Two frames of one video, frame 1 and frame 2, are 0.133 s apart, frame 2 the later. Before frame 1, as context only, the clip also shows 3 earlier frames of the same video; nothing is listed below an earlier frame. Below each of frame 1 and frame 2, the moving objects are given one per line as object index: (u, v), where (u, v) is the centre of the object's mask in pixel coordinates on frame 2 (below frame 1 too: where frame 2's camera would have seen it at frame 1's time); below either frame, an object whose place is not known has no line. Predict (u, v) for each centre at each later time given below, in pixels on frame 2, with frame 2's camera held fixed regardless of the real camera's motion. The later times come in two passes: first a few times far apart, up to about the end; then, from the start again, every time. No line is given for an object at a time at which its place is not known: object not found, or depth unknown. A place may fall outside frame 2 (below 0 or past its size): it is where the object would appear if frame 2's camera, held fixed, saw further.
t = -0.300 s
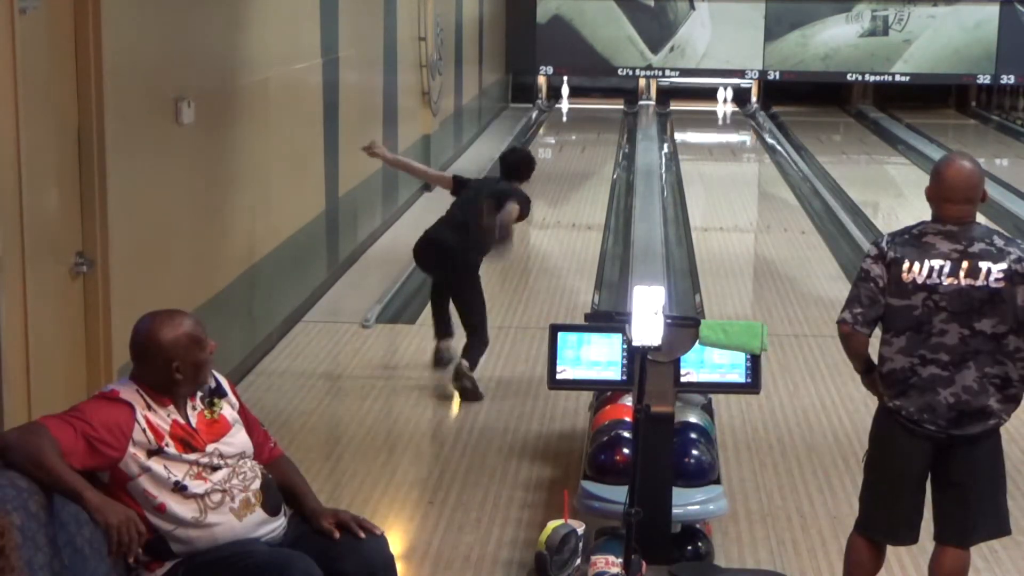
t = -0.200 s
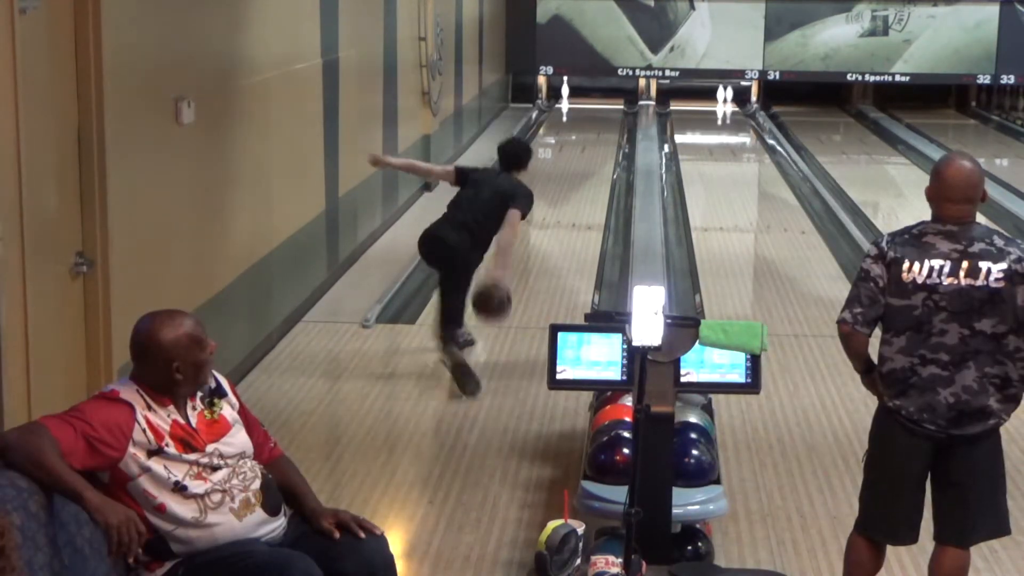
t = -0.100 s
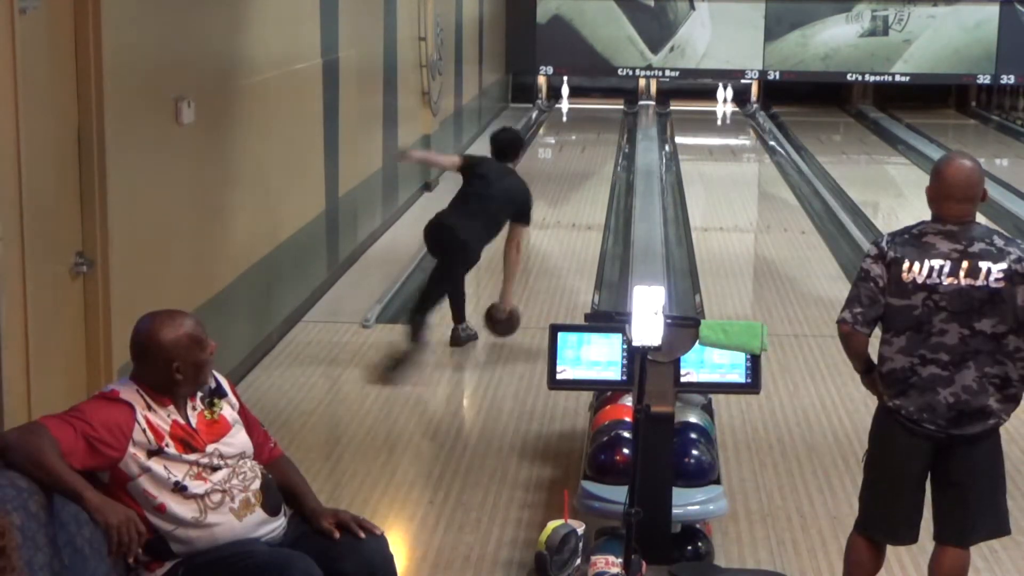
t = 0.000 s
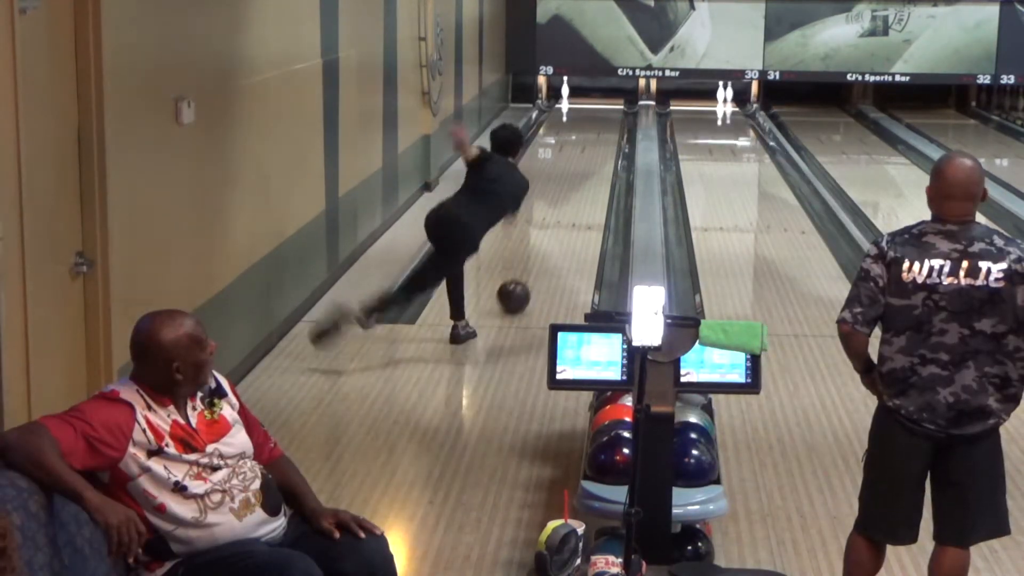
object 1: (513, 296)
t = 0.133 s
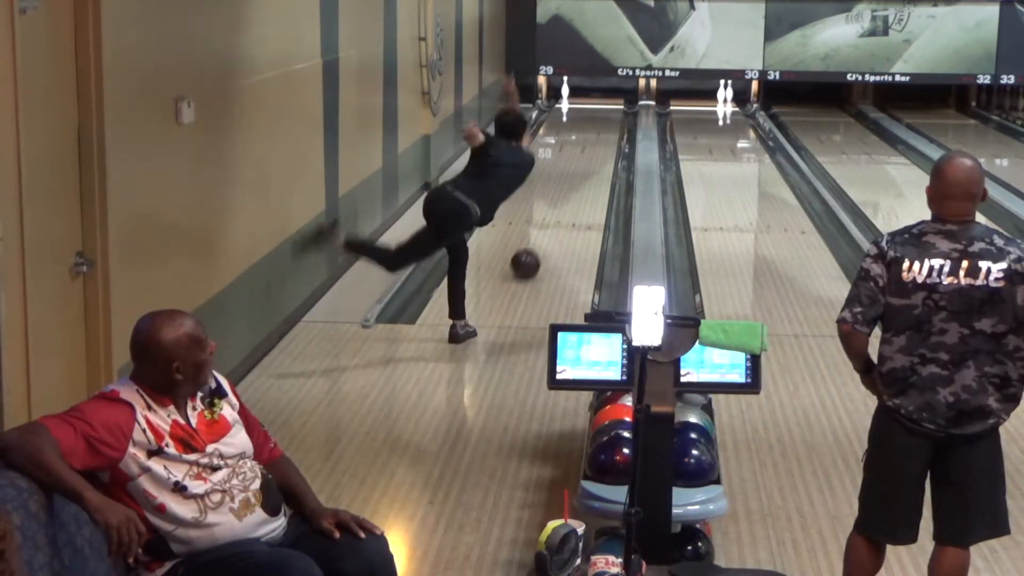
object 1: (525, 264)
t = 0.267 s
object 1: (535, 237)
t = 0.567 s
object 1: (550, 191)
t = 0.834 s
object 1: (559, 161)
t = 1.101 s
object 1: (566, 139)
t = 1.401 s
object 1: (572, 120)
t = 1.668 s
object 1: (575, 106)
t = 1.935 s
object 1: (576, 94)
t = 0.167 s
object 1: (528, 257)
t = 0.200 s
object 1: (530, 250)
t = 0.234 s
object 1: (532, 243)
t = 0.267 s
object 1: (535, 237)
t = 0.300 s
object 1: (537, 230)
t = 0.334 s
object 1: (539, 225)
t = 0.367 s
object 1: (541, 219)
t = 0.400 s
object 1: (542, 214)
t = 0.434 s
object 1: (544, 209)
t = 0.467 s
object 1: (546, 204)
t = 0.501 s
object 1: (542, 203)
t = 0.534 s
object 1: (553, 193)
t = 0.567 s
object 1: (550, 191)
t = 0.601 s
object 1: (551, 187)
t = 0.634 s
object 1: (553, 183)
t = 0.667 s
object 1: (554, 179)
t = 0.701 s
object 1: (555, 175)
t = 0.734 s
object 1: (556, 172)
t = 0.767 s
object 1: (557, 168)
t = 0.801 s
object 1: (558, 164)
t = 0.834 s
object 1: (559, 161)
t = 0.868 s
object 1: (561, 158)
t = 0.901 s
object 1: (562, 155)
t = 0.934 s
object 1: (562, 152)
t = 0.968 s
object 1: (563, 149)
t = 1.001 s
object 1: (564, 147)
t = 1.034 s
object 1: (565, 144)
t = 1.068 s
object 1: (565, 142)
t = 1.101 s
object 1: (566, 139)
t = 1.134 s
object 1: (567, 137)
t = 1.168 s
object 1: (568, 134)
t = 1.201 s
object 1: (568, 132)
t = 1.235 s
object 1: (569, 130)
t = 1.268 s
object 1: (569, 128)
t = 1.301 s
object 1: (570, 125)
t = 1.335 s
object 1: (571, 123)
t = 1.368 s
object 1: (571, 121)
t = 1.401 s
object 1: (572, 120)
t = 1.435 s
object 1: (572, 117)
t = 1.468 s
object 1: (573, 116)
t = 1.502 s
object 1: (573, 114)
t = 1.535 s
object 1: (574, 112)
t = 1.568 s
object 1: (574, 111)
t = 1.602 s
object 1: (574, 109)
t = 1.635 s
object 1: (575, 107)
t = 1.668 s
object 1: (575, 106)
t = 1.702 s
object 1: (575, 104)
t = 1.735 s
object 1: (575, 103)
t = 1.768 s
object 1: (576, 102)
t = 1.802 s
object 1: (575, 100)
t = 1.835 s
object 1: (576, 98)
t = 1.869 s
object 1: (575, 98)
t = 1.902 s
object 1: (576, 96)
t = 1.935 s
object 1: (576, 94)
